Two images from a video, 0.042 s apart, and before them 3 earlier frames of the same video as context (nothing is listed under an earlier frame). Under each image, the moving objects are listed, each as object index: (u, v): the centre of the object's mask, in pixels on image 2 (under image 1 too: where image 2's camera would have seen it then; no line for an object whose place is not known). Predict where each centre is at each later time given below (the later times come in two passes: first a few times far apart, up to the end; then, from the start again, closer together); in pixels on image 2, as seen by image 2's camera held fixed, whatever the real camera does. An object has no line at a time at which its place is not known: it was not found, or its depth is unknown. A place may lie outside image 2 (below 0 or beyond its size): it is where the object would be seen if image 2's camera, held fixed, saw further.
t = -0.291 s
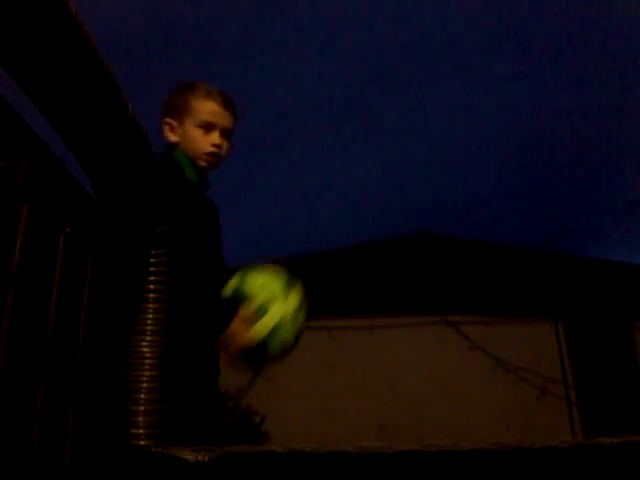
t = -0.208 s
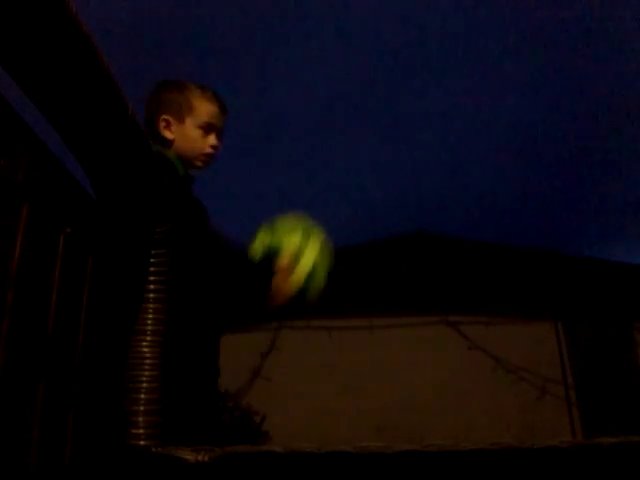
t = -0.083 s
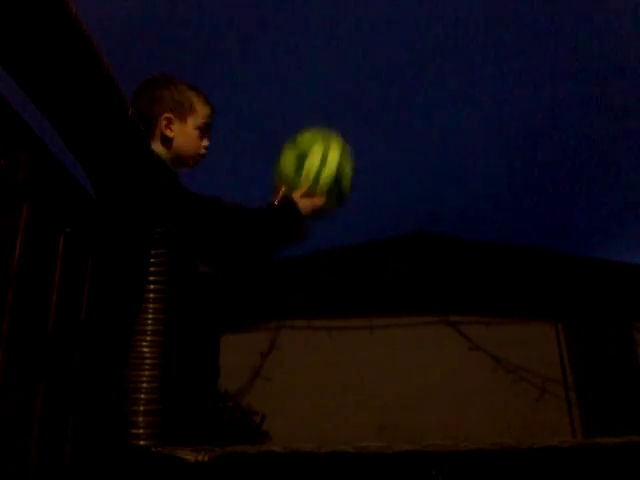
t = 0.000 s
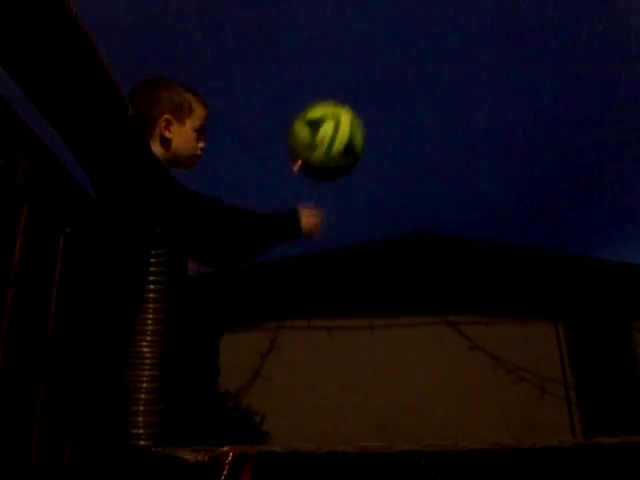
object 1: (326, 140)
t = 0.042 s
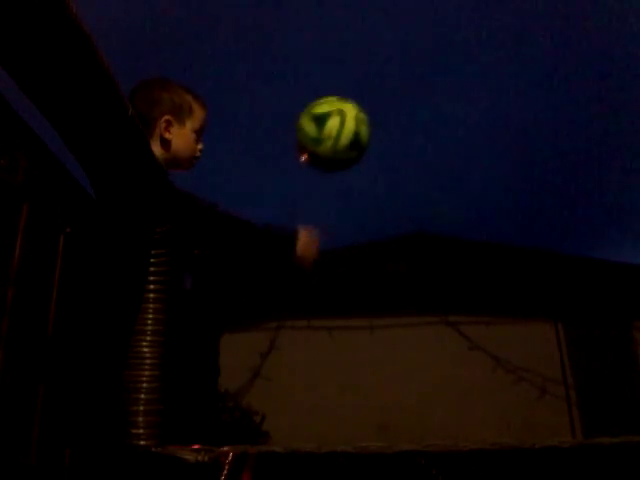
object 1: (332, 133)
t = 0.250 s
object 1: (363, 168)
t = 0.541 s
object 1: (412, 404)
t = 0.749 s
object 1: (422, 410)
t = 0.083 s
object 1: (338, 131)
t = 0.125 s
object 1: (344, 134)
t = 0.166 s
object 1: (350, 141)
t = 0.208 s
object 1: (356, 153)
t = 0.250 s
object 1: (363, 168)
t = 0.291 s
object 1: (369, 189)
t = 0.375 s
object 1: (383, 238)
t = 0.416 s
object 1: (391, 273)
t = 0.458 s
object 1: (397, 312)
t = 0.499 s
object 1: (405, 356)
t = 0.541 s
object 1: (412, 404)
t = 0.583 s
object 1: (414, 430)
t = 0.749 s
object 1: (422, 410)
